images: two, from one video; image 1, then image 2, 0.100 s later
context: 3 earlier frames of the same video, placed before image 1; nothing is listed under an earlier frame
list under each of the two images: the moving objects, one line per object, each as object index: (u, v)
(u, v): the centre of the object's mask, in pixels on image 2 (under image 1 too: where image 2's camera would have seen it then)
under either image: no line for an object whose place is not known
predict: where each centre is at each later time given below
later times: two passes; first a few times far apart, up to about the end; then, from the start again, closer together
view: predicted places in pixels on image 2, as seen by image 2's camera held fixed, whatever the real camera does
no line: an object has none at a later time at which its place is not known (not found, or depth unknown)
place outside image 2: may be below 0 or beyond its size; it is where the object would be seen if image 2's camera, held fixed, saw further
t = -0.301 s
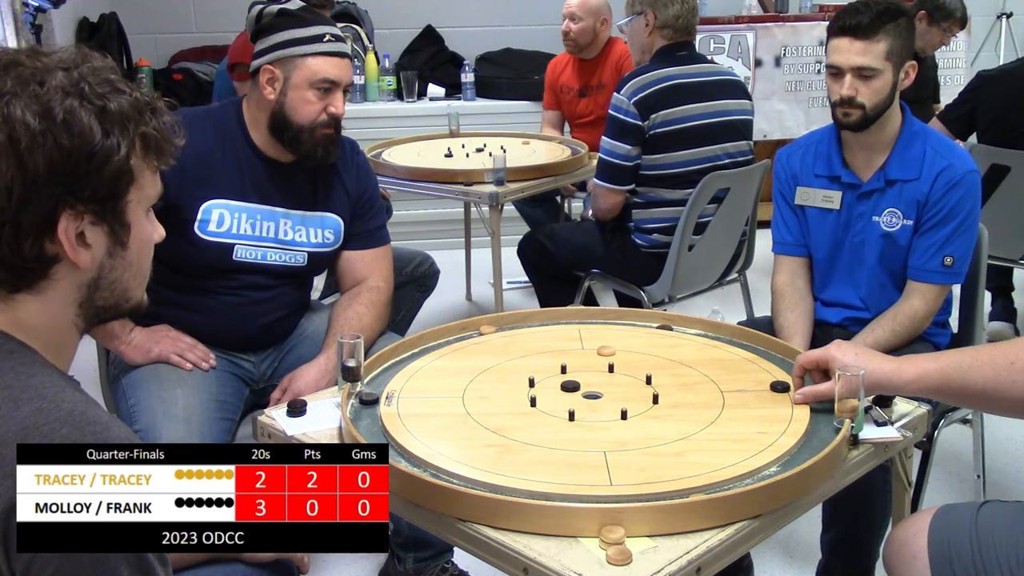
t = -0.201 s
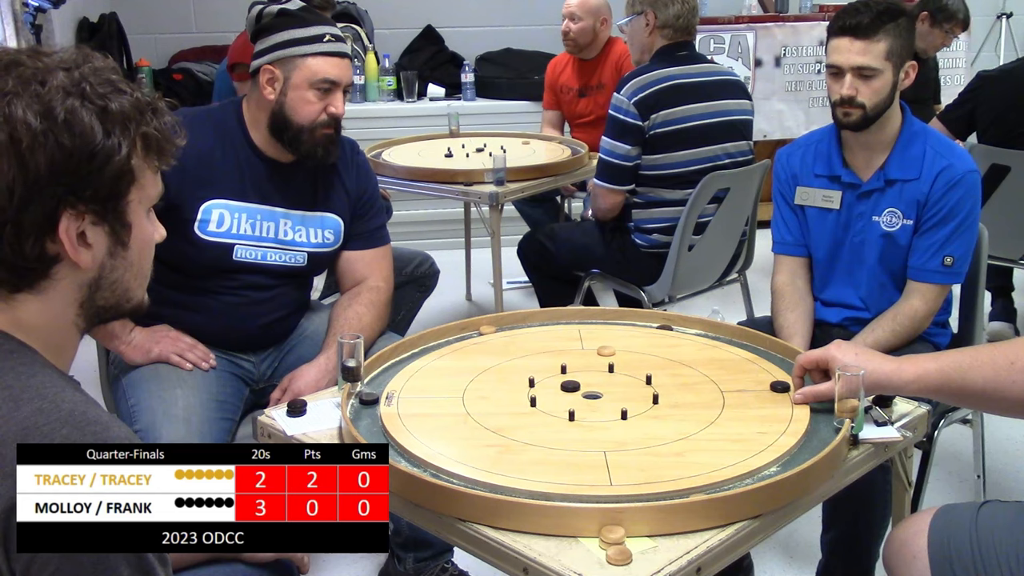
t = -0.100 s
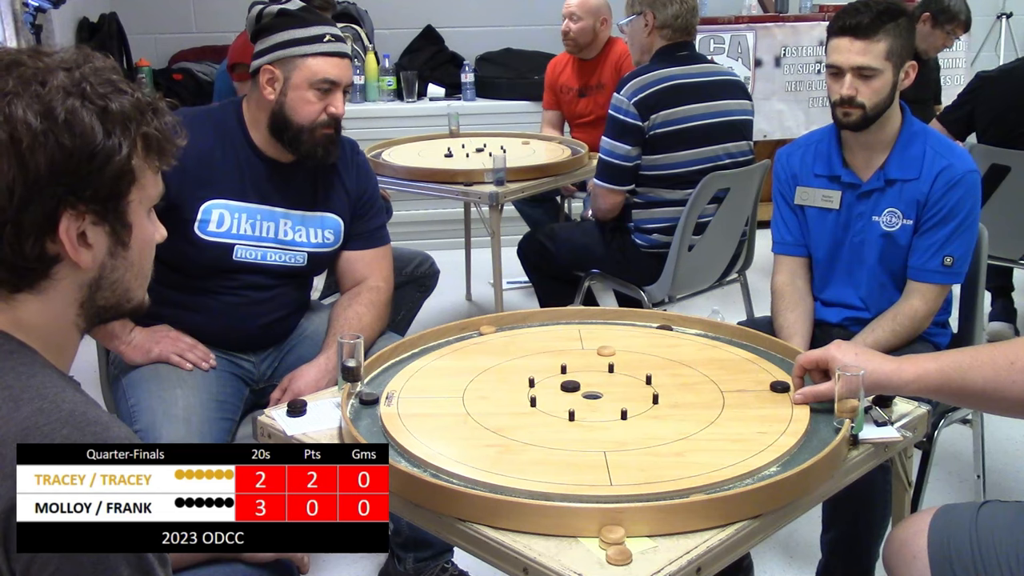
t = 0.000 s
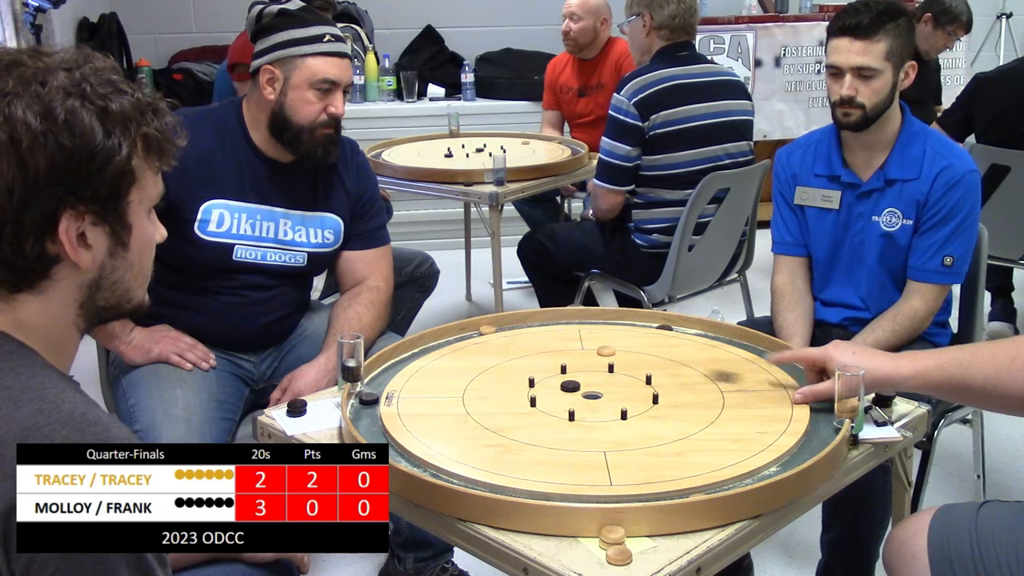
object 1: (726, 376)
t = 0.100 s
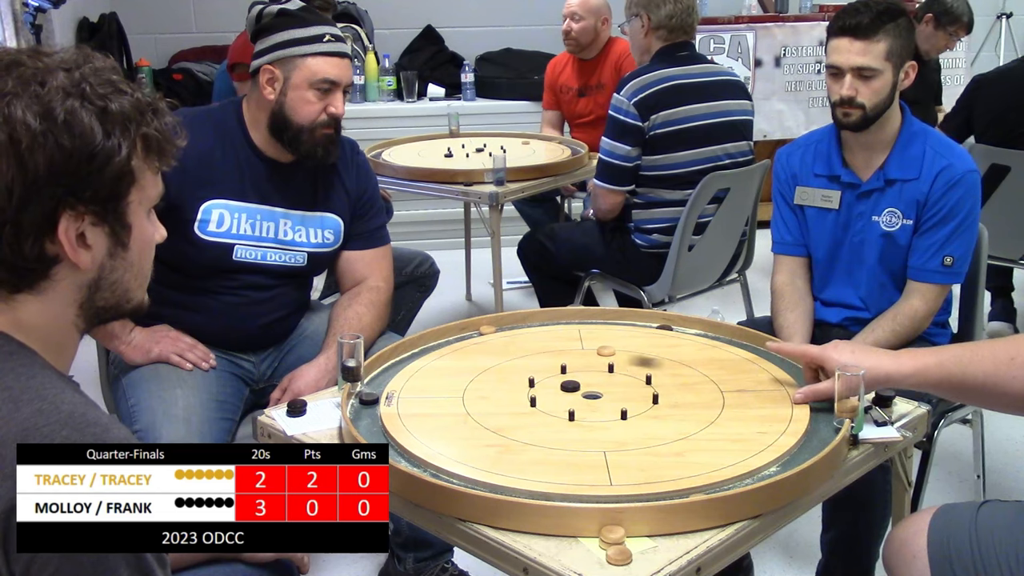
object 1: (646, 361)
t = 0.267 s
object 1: (584, 361)
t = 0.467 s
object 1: (545, 368)
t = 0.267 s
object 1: (584, 361)
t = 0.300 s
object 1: (576, 362)
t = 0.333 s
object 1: (568, 364)
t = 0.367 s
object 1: (561, 365)
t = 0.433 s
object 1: (550, 367)
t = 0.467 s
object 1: (545, 368)
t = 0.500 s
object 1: (540, 369)
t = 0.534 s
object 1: (537, 369)
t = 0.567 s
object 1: (534, 370)
